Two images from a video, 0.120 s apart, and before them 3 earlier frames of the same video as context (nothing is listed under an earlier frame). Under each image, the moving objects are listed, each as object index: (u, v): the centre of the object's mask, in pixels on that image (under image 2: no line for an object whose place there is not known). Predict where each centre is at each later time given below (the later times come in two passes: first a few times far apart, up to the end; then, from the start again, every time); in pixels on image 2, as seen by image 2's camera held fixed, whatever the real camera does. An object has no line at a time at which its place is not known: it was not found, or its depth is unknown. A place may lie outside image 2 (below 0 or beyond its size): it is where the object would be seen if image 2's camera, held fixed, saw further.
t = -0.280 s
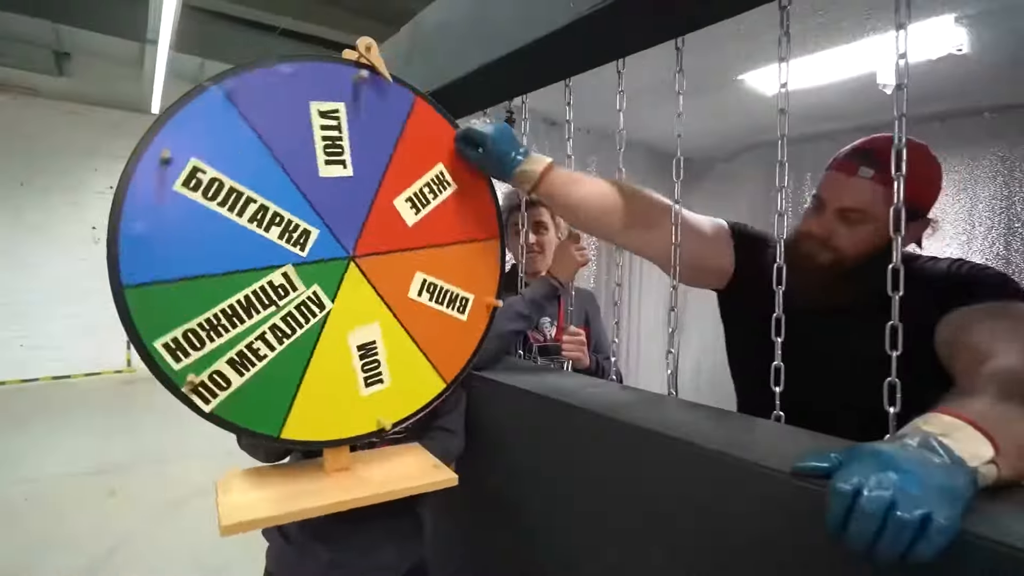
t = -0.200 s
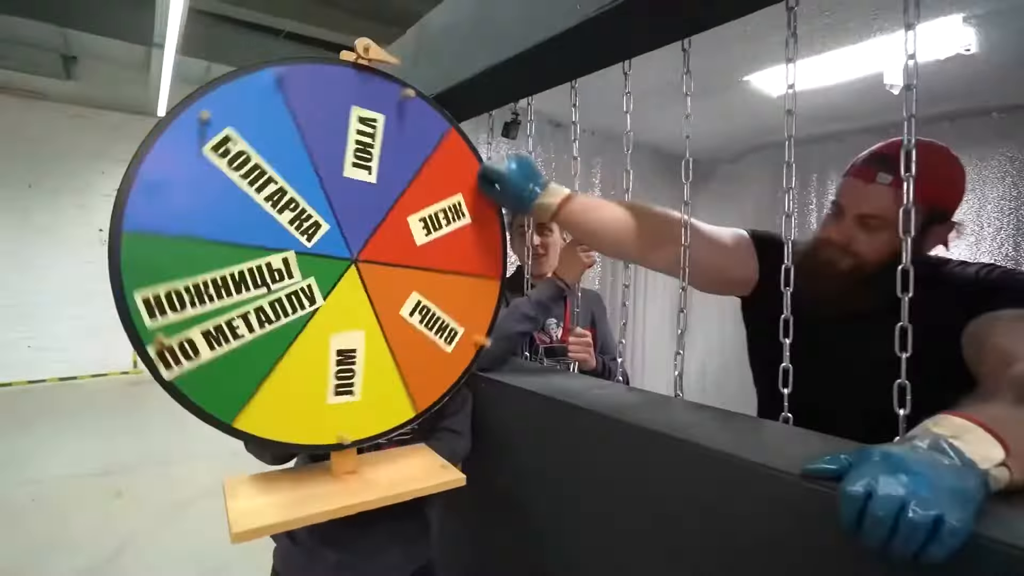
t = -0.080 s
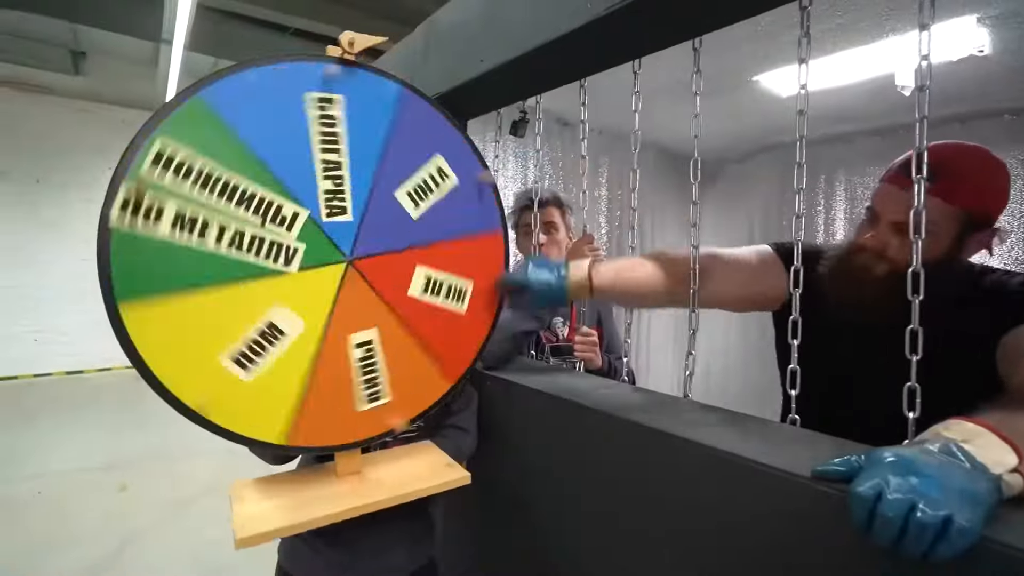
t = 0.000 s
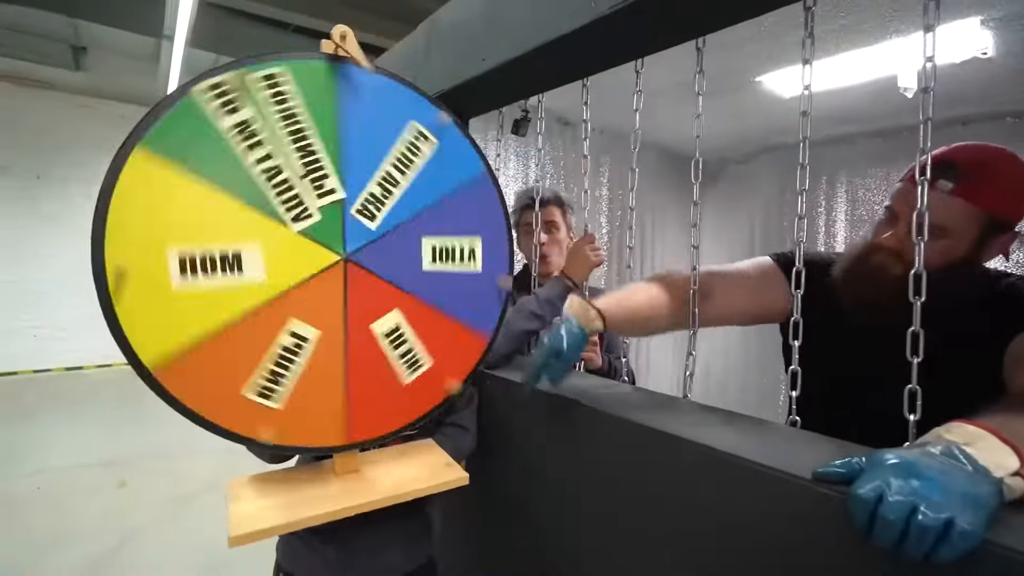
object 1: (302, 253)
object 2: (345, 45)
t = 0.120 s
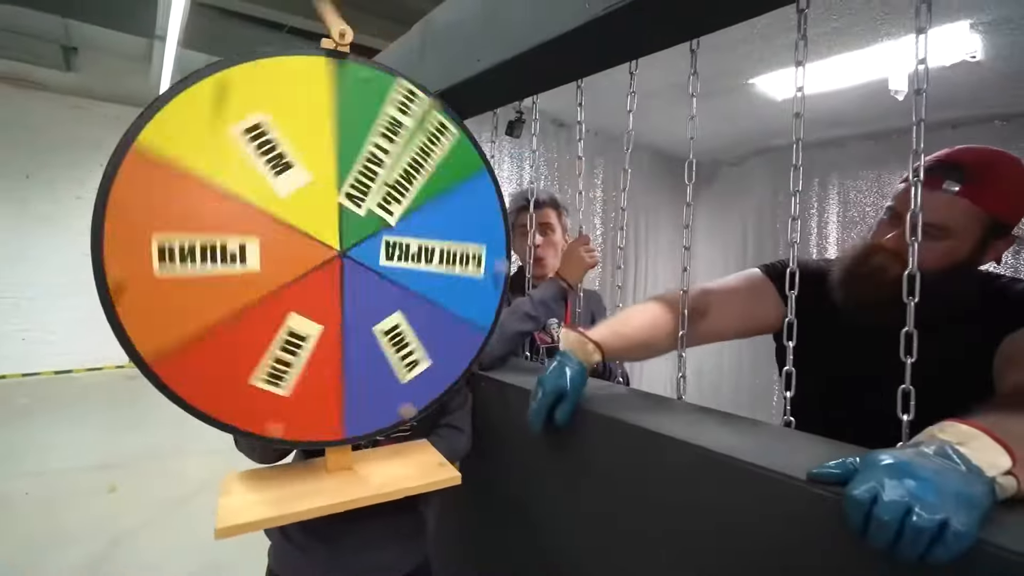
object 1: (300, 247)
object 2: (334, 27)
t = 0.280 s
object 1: (309, 250)
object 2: (352, 47)
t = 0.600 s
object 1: (312, 249)
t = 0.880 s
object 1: (310, 247)
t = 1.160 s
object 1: (304, 249)
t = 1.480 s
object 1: (306, 250)
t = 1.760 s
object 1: (309, 252)
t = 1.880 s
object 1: (310, 253)
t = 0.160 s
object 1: (304, 247)
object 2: (343, 43)
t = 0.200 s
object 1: (307, 248)
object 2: (360, 40)
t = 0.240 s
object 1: (308, 249)
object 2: (349, 33)
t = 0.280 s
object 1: (309, 250)
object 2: (352, 47)
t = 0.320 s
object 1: (309, 249)
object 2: (362, 46)
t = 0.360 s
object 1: (309, 247)
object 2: (364, 35)
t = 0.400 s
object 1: (310, 247)
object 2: (353, 33)
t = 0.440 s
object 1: (310, 246)
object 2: (363, 46)
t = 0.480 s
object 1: (311, 247)
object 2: (373, 41)
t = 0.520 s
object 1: (312, 248)
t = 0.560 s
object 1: (312, 249)
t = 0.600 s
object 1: (312, 249)
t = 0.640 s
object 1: (312, 248)
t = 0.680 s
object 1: (312, 248)
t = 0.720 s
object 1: (312, 248)
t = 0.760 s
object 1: (311, 246)
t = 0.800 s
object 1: (311, 247)
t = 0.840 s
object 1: (311, 247)
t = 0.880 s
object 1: (310, 247)
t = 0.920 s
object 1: (309, 247)
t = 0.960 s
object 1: (309, 248)
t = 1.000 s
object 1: (308, 249)
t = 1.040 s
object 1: (306, 249)
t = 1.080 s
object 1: (305, 249)
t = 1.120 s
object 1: (304, 249)
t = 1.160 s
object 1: (304, 249)
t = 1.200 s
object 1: (303, 250)
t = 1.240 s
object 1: (303, 251)
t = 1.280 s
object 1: (304, 252)
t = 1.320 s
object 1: (304, 252)
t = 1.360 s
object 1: (304, 252)
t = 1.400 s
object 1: (305, 251)
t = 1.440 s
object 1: (305, 251)
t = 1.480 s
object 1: (306, 250)
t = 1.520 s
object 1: (307, 250)
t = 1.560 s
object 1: (307, 250)
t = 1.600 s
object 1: (308, 250)
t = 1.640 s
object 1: (308, 251)
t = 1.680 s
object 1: (309, 251)
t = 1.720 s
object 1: (309, 252)
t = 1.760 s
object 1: (309, 252)
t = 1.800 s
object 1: (309, 253)
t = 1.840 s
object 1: (310, 253)
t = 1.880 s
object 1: (310, 253)
